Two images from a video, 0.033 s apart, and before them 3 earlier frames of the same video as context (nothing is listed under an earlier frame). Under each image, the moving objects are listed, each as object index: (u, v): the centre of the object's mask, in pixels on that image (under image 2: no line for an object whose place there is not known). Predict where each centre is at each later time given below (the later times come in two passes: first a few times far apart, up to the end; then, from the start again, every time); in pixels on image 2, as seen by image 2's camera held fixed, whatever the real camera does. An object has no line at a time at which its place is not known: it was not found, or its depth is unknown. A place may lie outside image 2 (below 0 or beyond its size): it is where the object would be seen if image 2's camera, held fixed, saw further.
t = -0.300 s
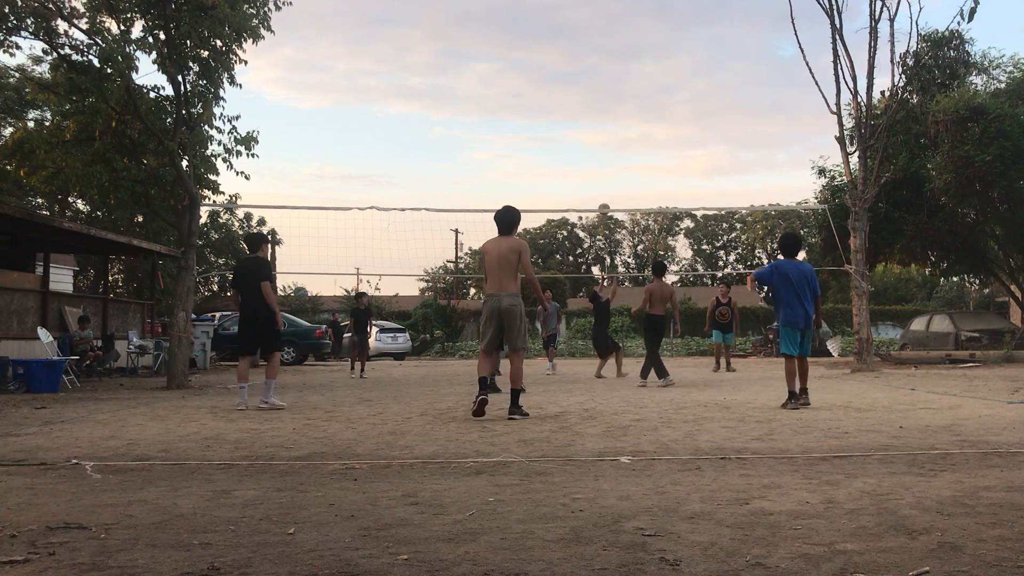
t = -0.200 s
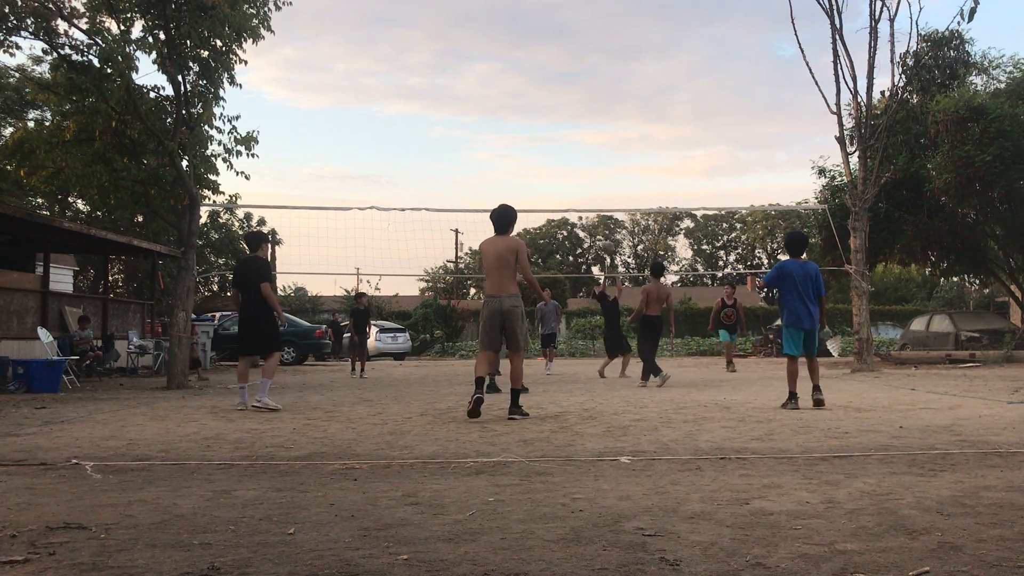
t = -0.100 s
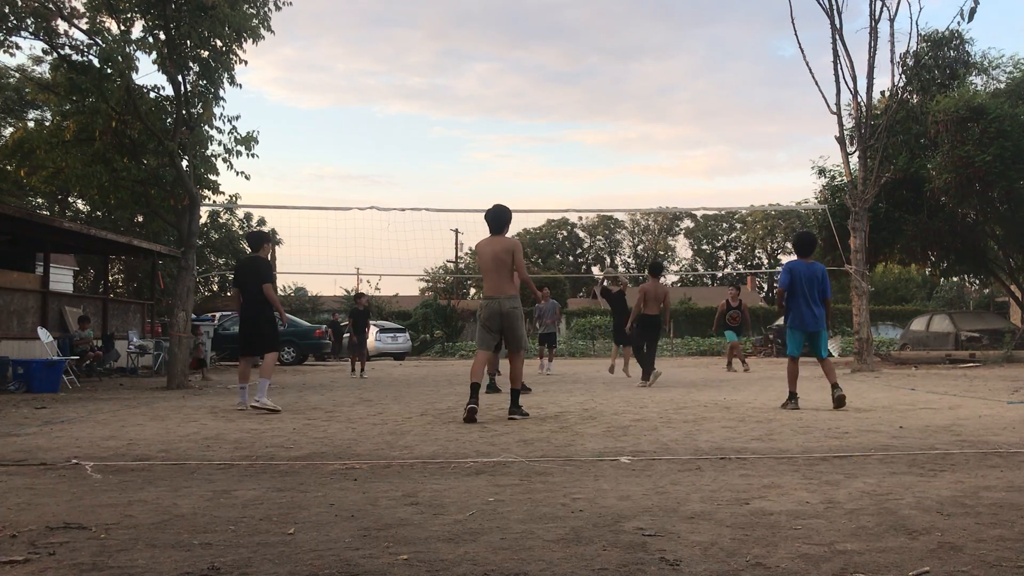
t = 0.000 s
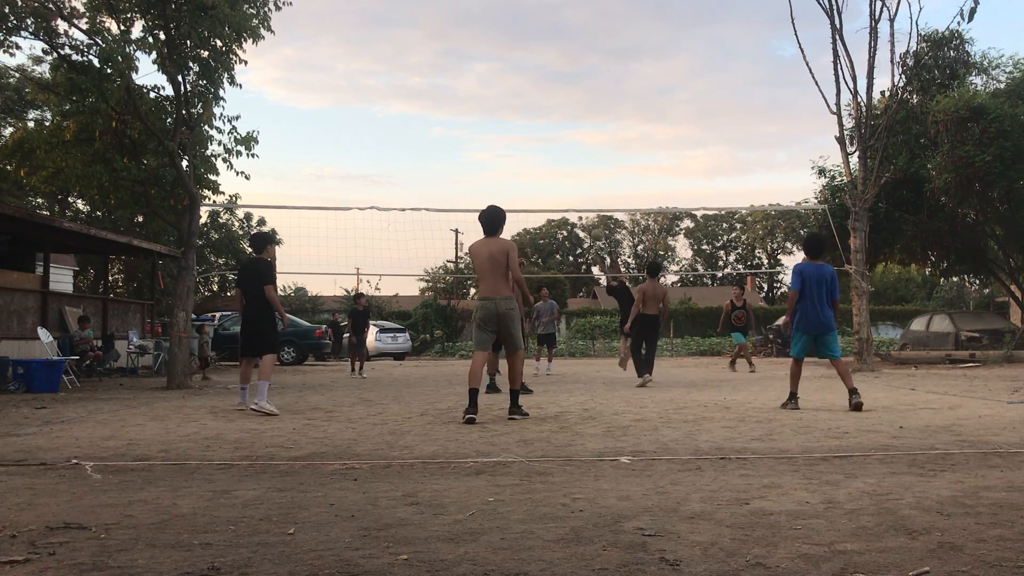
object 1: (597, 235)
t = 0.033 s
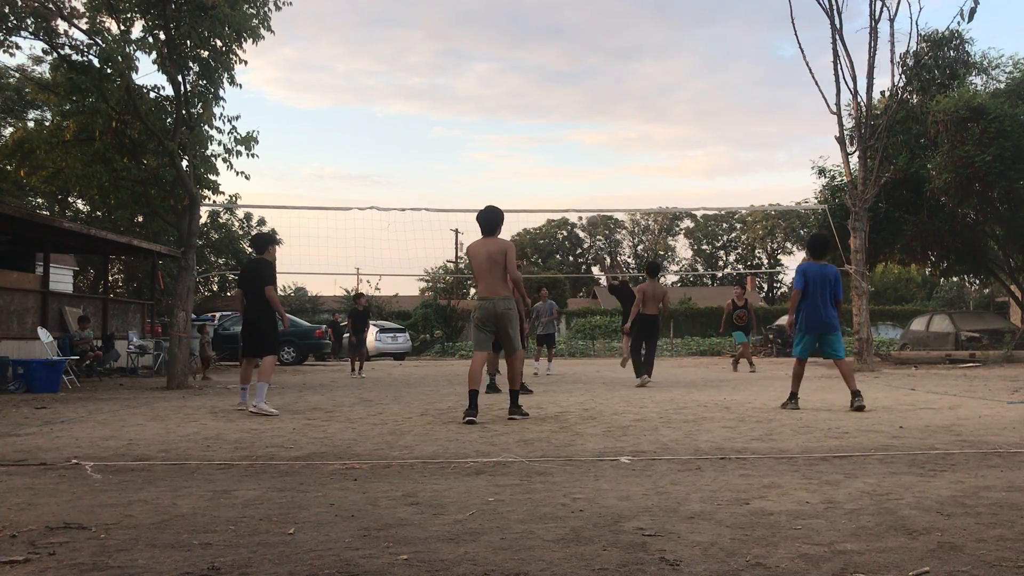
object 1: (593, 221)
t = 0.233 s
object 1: (568, 151)
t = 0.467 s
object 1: (538, 98)
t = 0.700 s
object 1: (508, 77)
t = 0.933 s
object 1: (478, 90)
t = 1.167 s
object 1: (449, 137)
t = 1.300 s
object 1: (432, 179)
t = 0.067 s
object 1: (589, 206)
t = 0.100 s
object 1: (585, 195)
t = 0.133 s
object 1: (581, 183)
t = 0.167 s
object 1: (576, 172)
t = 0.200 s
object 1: (572, 161)
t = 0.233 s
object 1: (568, 151)
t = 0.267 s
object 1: (564, 141)
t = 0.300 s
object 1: (559, 132)
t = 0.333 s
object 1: (555, 124)
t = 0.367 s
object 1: (551, 117)
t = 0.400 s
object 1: (547, 110)
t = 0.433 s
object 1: (542, 103)
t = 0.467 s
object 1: (538, 98)
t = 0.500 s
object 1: (534, 93)
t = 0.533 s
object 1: (529, 89)
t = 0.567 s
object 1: (525, 85)
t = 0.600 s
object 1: (521, 82)
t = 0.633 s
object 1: (517, 80)
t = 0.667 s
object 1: (512, 78)
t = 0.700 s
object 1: (508, 77)
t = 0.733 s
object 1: (504, 77)
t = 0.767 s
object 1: (499, 77)
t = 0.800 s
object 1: (495, 79)
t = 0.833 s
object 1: (491, 80)
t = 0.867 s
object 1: (487, 83)
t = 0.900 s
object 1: (482, 86)
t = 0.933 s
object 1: (478, 90)
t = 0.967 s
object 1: (474, 95)
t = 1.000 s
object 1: (470, 100)
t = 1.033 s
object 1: (465, 106)
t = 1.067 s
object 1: (461, 113)
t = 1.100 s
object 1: (457, 120)
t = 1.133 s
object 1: (453, 128)
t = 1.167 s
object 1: (449, 137)
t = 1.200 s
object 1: (444, 146)
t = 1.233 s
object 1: (440, 156)
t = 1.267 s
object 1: (436, 167)
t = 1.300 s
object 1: (432, 179)
